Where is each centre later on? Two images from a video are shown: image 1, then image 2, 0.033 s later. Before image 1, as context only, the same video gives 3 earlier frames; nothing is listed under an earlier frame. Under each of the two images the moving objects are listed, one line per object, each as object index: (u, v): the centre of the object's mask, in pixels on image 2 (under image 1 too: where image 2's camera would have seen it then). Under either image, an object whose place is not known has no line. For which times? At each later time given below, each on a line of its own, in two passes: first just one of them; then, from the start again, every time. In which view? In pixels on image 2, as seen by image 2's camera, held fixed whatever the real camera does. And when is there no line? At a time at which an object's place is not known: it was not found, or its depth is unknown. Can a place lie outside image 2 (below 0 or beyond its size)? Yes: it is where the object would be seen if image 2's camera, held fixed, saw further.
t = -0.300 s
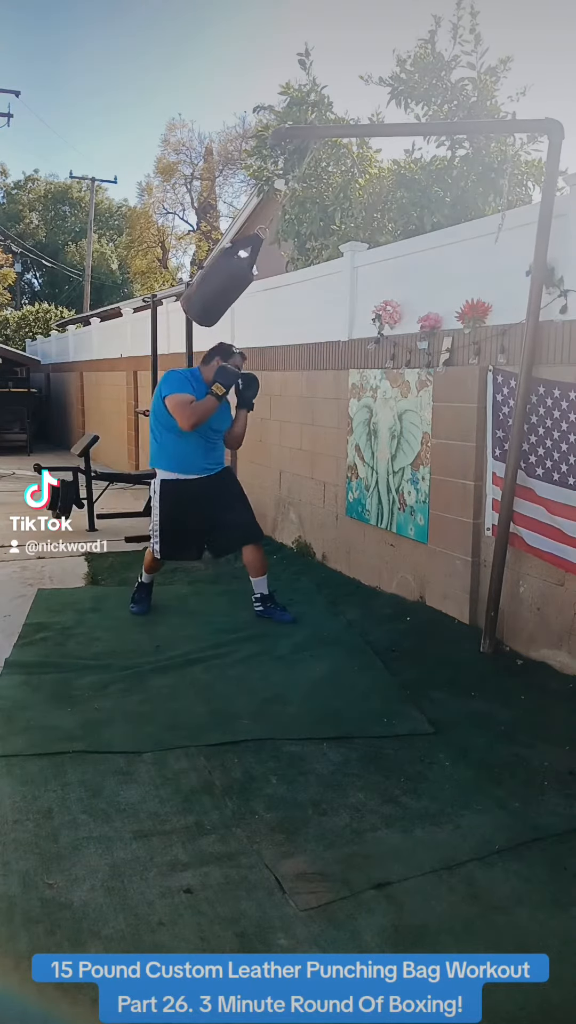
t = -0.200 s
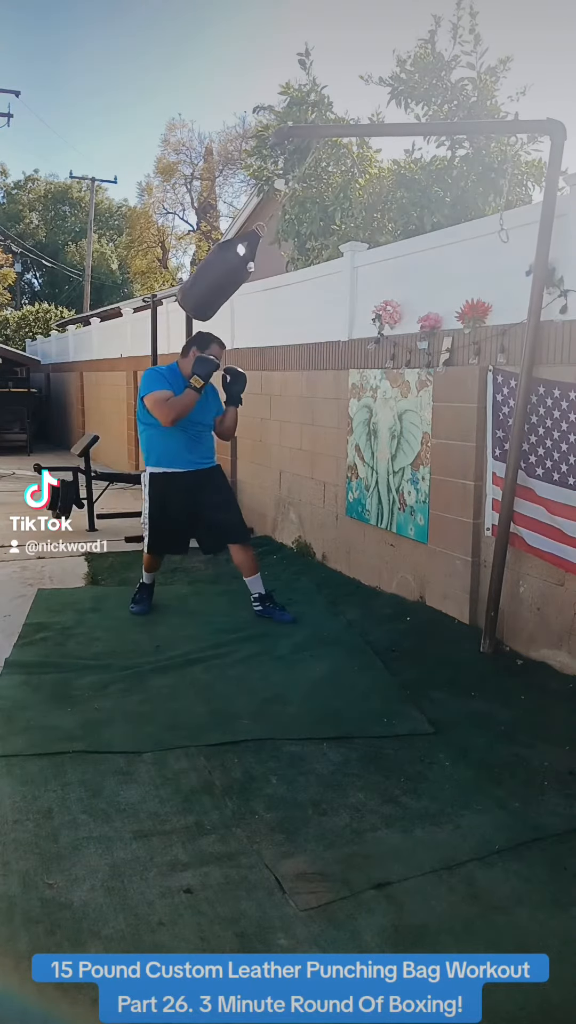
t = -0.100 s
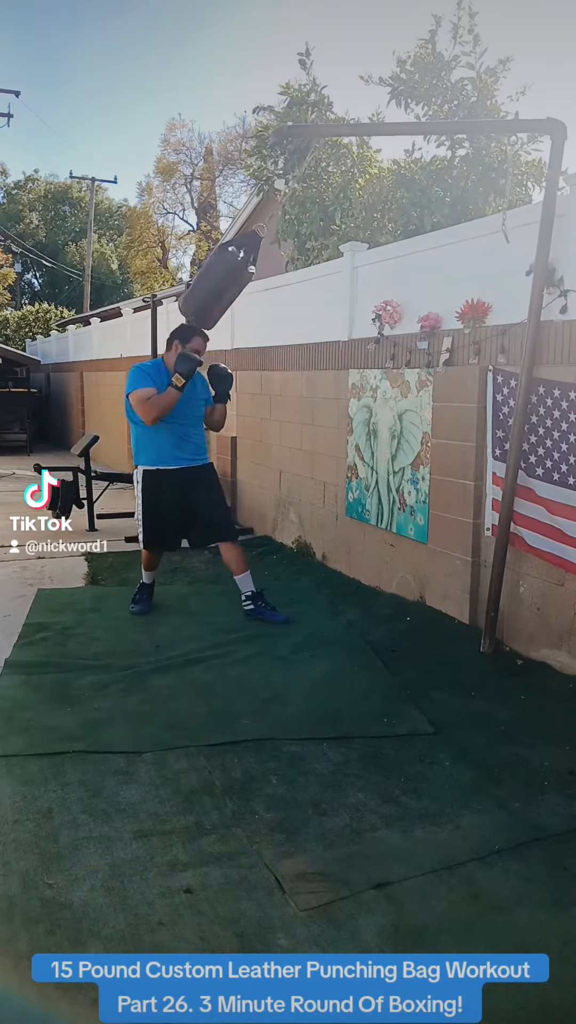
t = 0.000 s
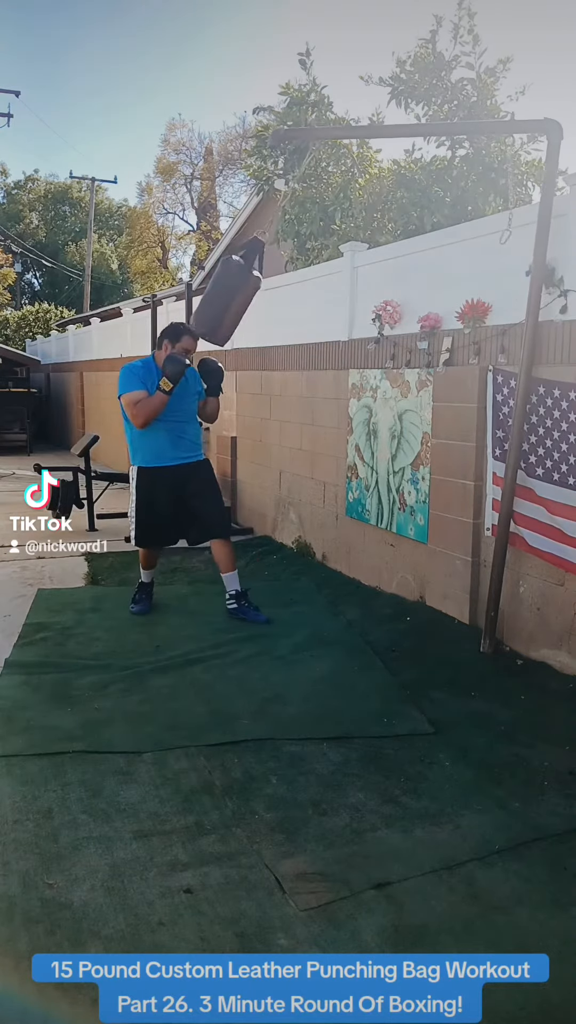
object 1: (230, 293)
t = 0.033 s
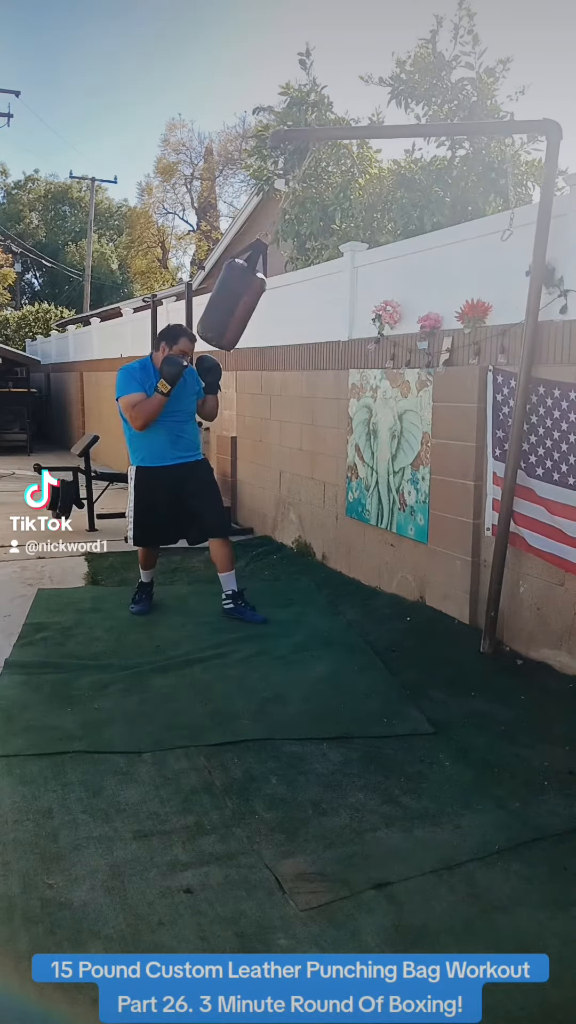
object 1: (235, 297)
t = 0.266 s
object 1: (304, 315)
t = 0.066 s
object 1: (242, 301)
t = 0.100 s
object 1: (250, 304)
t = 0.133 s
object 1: (260, 307)
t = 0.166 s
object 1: (270, 309)
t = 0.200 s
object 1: (281, 312)
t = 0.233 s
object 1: (292, 313)
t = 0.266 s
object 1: (304, 315)
